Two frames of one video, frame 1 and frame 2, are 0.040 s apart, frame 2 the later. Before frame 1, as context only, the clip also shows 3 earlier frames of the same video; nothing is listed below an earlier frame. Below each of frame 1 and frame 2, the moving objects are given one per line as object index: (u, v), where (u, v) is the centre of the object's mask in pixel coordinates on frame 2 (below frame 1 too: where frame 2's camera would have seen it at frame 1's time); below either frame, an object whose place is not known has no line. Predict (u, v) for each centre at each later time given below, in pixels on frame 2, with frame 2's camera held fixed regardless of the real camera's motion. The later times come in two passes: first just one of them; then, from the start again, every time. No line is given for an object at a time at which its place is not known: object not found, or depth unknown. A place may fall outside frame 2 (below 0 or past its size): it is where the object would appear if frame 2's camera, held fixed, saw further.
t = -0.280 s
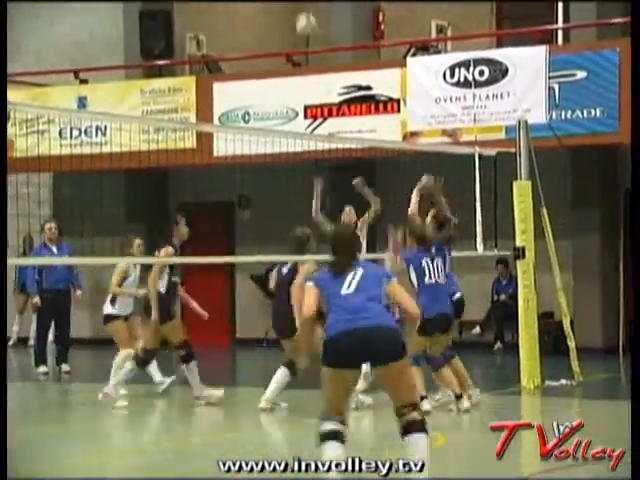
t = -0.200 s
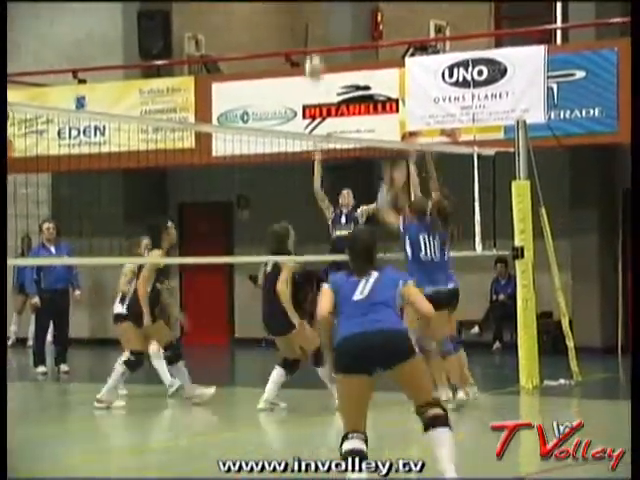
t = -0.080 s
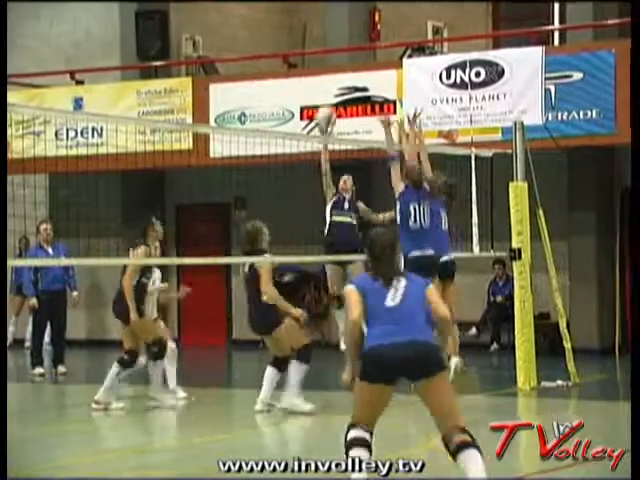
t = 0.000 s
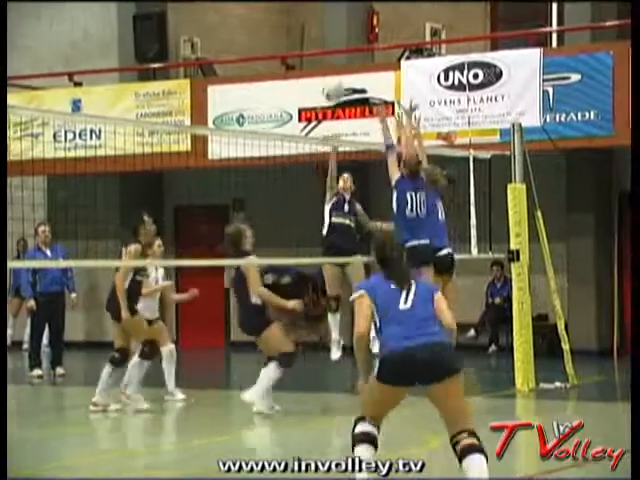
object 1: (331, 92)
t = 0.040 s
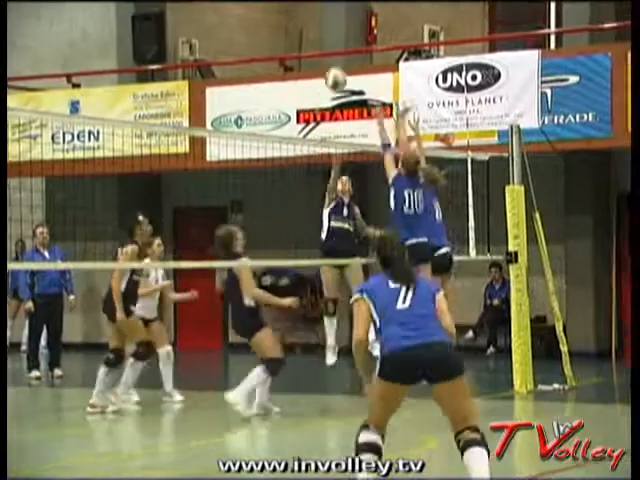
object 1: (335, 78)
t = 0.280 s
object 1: (365, 35)
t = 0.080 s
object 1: (341, 66)
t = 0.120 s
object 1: (345, 56)
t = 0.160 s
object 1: (350, 48)
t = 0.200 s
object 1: (355, 41)
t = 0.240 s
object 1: (360, 37)
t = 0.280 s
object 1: (365, 35)
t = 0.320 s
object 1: (370, 35)
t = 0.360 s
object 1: (376, 34)
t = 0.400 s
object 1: (383, 37)
